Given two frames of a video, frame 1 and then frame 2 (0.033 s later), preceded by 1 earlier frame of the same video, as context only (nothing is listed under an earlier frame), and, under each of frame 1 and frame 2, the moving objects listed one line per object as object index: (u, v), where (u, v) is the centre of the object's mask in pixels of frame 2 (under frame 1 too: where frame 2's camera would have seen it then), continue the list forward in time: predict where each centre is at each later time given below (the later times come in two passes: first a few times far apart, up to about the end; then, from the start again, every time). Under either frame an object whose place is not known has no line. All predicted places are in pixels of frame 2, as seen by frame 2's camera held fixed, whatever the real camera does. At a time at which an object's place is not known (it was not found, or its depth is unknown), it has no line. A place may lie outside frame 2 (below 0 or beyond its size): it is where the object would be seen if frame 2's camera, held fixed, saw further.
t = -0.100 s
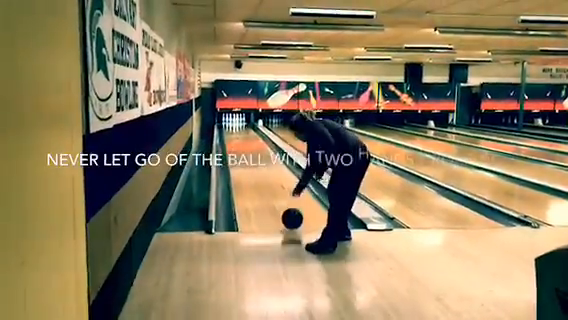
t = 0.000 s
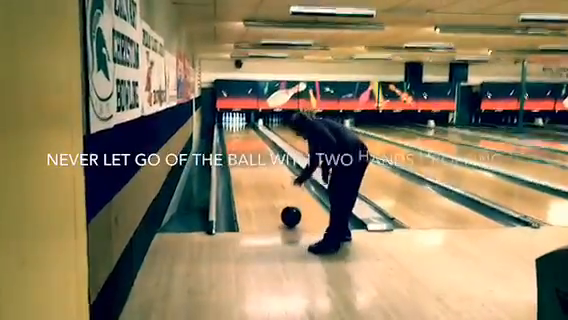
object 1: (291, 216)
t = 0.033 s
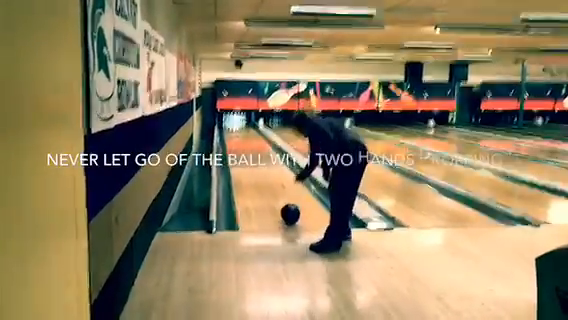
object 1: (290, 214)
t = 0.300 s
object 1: (286, 200)
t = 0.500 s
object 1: (284, 190)
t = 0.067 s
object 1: (290, 212)
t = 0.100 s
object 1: (289, 210)
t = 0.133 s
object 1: (288, 208)
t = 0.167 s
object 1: (288, 206)
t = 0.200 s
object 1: (287, 204)
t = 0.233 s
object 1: (287, 204)
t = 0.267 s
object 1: (287, 202)
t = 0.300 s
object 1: (286, 200)
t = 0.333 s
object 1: (285, 199)
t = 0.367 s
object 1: (285, 197)
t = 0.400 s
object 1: (285, 194)
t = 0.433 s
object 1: (285, 193)
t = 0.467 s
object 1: (284, 192)
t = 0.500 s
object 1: (284, 190)
